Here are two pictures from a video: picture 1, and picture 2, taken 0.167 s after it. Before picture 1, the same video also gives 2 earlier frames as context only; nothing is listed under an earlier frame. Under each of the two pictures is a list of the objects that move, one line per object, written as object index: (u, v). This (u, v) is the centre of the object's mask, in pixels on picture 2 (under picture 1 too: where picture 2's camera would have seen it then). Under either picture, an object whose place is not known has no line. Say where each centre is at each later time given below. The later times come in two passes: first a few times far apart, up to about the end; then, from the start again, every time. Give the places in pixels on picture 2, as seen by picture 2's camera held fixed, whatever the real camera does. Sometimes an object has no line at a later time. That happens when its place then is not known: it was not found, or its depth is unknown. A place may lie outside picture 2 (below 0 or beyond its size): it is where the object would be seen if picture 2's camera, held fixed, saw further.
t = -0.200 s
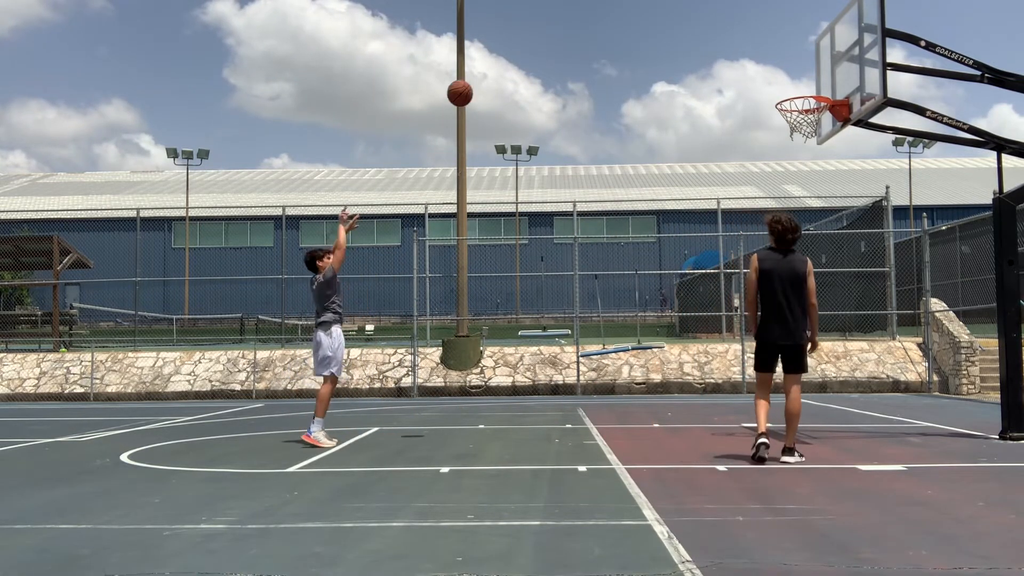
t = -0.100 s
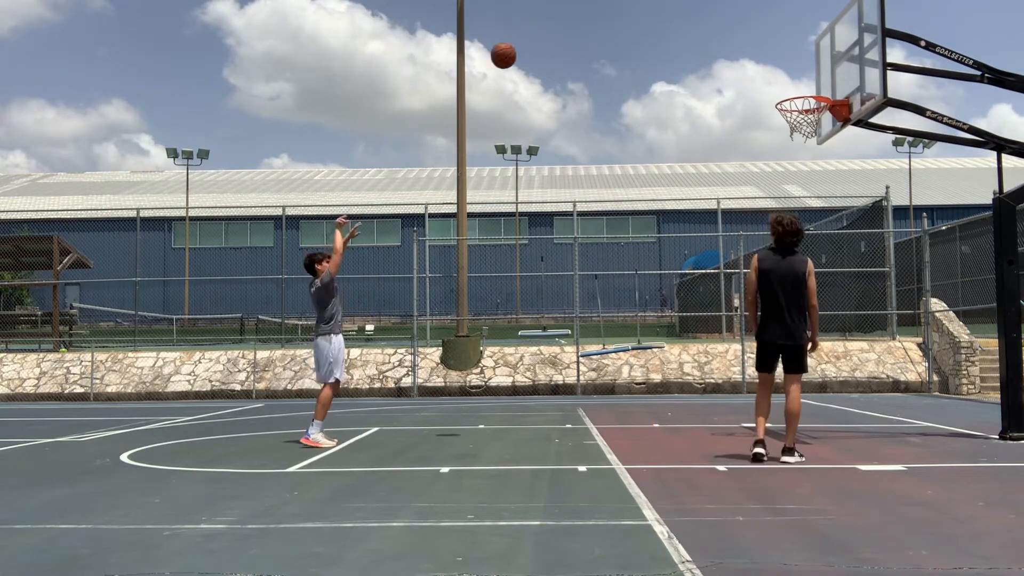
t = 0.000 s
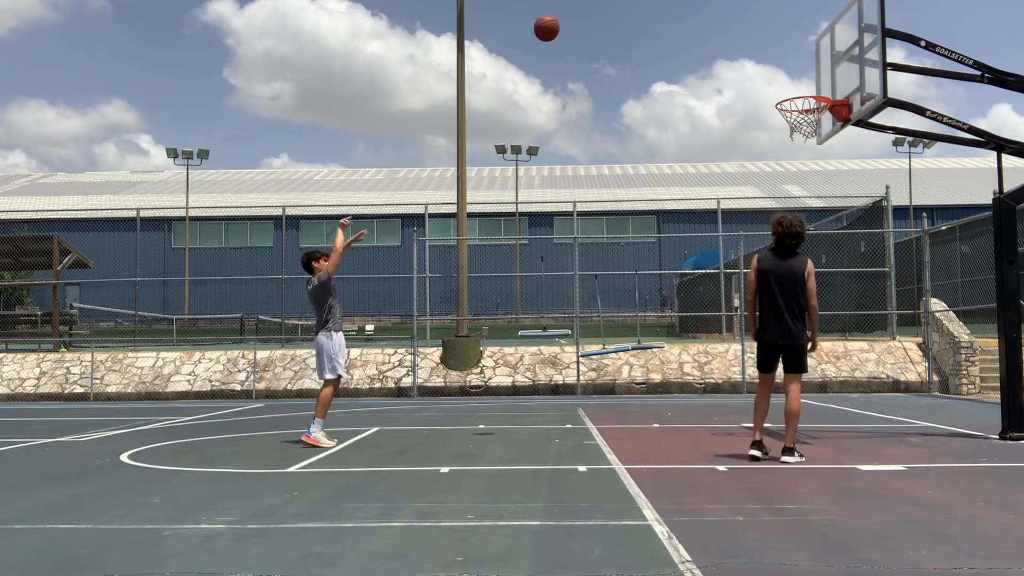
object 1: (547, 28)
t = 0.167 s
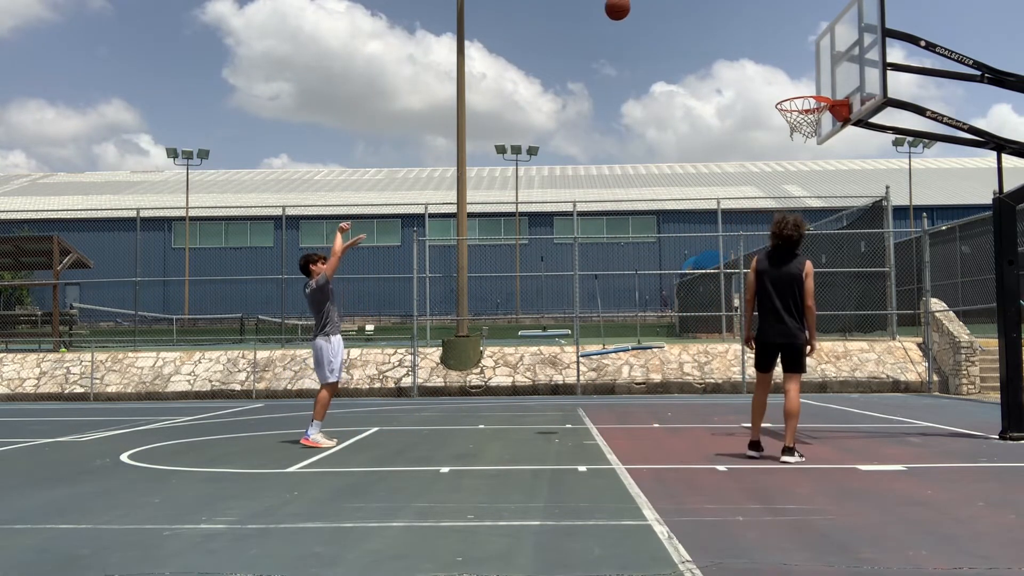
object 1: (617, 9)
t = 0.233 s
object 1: (645, 9)
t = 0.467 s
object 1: (743, 42)
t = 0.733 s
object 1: (807, 75)
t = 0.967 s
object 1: (796, 57)
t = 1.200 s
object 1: (784, 108)
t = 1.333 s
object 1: (777, 176)
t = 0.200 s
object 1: (631, 9)
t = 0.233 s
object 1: (645, 9)
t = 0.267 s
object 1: (659, 10)
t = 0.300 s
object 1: (673, 12)
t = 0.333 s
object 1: (688, 15)
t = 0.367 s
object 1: (702, 20)
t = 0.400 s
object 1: (716, 26)
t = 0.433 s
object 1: (730, 34)
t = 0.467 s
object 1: (743, 42)
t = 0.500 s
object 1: (758, 51)
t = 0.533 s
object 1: (772, 63)
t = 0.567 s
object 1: (785, 74)
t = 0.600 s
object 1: (799, 86)
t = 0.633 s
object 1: (810, 99)
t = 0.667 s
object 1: (810, 86)
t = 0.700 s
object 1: (808, 82)
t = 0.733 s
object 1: (807, 75)
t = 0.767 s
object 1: (805, 69)
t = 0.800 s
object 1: (803, 64)
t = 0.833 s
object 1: (802, 60)
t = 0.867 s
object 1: (800, 58)
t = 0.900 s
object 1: (799, 57)
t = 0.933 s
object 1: (797, 56)
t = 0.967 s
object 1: (796, 57)
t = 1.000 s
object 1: (794, 60)
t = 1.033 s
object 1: (793, 64)
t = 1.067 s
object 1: (791, 70)
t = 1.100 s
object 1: (789, 77)
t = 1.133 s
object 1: (788, 86)
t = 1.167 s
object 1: (786, 96)
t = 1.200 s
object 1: (784, 108)
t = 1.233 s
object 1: (782, 123)
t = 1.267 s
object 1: (780, 139)
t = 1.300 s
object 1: (778, 156)
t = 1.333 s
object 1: (777, 176)
